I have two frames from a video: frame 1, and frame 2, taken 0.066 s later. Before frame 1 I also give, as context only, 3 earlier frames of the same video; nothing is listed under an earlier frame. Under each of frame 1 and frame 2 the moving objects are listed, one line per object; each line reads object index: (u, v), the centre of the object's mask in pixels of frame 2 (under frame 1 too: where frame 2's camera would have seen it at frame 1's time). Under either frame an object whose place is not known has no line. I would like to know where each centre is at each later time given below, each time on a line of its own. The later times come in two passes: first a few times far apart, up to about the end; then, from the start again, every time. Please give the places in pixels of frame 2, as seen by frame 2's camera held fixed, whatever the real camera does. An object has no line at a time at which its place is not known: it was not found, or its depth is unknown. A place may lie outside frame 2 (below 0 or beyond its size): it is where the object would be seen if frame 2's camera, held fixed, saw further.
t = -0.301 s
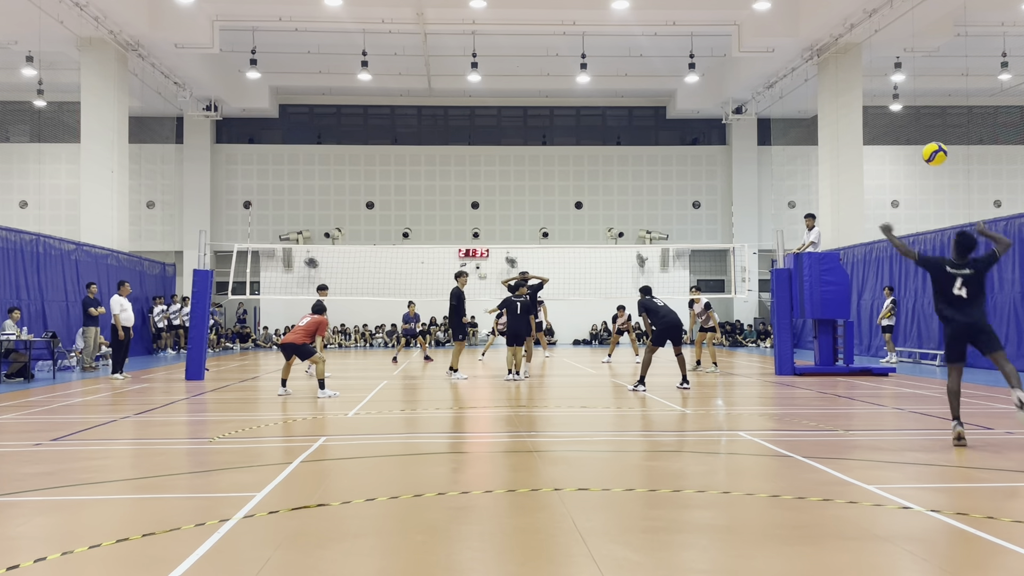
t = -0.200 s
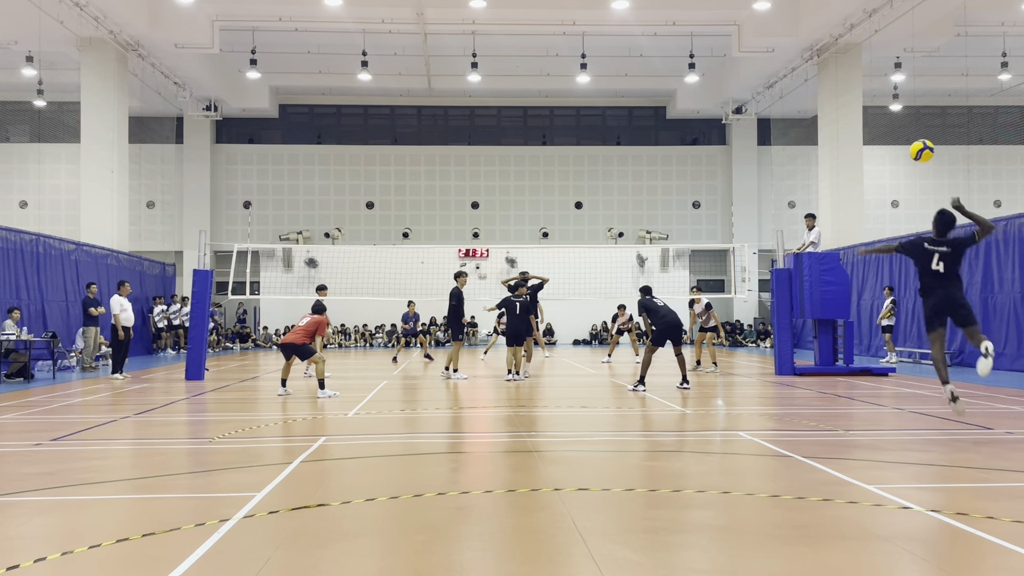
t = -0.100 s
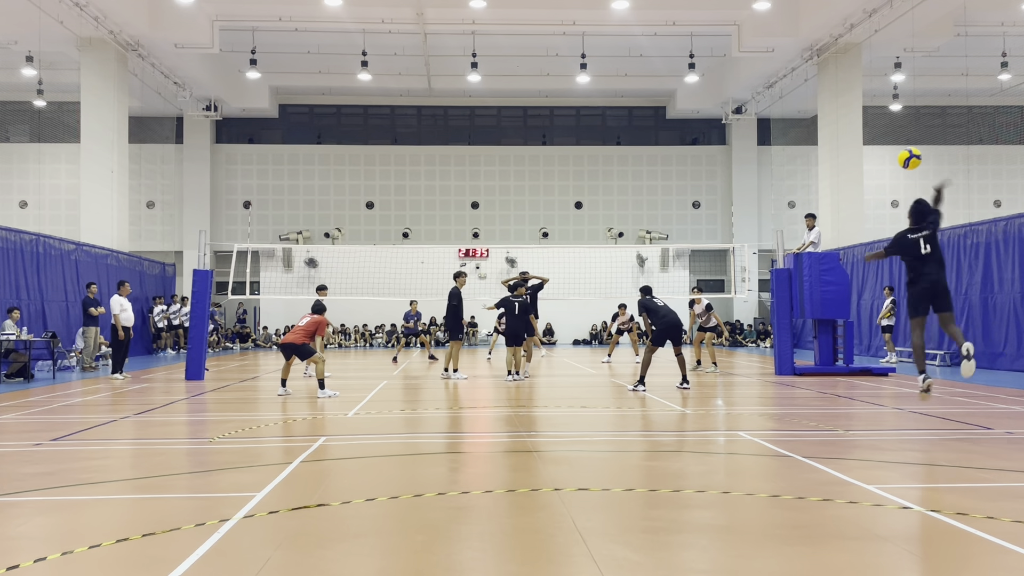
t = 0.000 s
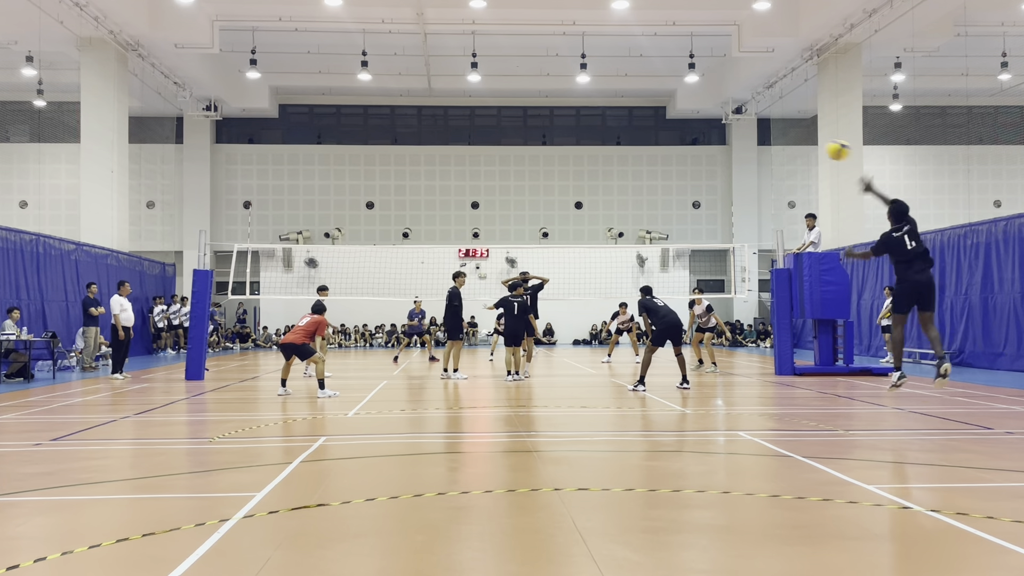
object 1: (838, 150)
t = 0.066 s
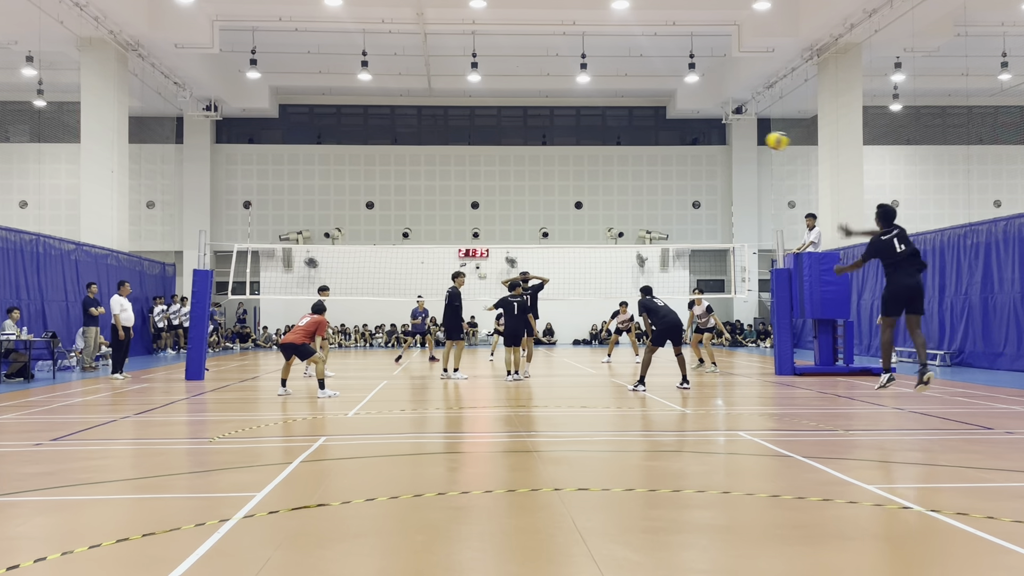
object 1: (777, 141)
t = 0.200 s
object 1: (685, 136)
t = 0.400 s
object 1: (594, 148)
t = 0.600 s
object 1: (532, 175)
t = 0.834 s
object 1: (478, 223)
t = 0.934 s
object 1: (460, 246)
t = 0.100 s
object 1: (752, 138)
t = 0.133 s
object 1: (726, 136)
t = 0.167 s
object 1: (705, 136)
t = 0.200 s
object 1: (685, 136)
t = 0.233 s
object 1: (666, 137)
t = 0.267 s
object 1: (650, 138)
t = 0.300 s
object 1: (634, 140)
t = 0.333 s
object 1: (620, 142)
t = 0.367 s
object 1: (607, 145)
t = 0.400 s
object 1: (594, 148)
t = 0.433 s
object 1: (582, 152)
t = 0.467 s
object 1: (571, 156)
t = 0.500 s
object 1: (561, 160)
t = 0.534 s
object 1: (551, 165)
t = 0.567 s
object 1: (541, 170)
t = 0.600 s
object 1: (532, 175)
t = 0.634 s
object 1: (523, 181)
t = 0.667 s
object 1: (515, 187)
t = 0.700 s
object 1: (507, 193)
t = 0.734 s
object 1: (499, 200)
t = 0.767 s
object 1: (492, 207)
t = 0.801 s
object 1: (485, 215)
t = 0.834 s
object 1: (478, 223)
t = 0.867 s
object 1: (473, 231)
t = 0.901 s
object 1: (466, 239)
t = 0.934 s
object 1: (460, 246)
